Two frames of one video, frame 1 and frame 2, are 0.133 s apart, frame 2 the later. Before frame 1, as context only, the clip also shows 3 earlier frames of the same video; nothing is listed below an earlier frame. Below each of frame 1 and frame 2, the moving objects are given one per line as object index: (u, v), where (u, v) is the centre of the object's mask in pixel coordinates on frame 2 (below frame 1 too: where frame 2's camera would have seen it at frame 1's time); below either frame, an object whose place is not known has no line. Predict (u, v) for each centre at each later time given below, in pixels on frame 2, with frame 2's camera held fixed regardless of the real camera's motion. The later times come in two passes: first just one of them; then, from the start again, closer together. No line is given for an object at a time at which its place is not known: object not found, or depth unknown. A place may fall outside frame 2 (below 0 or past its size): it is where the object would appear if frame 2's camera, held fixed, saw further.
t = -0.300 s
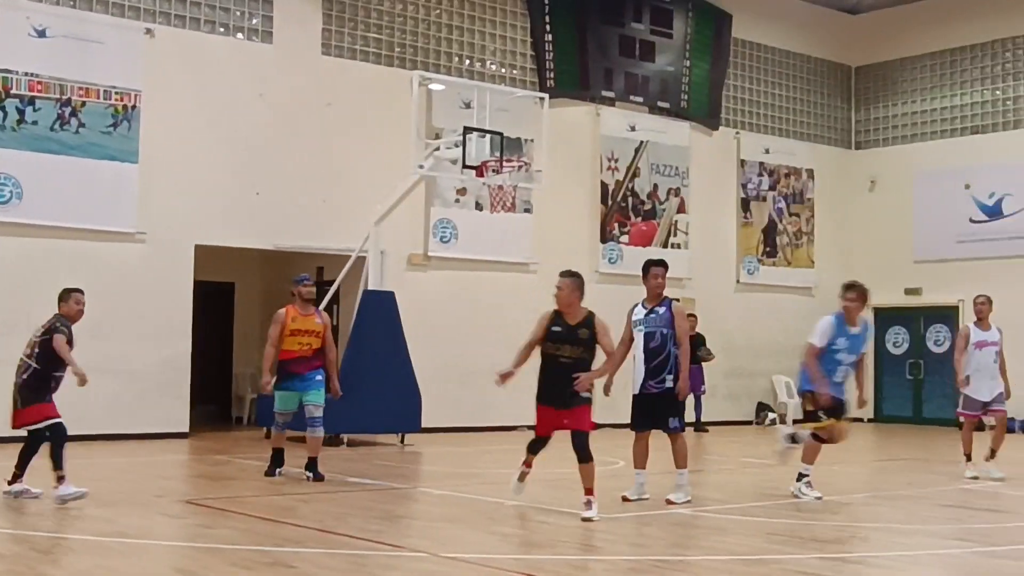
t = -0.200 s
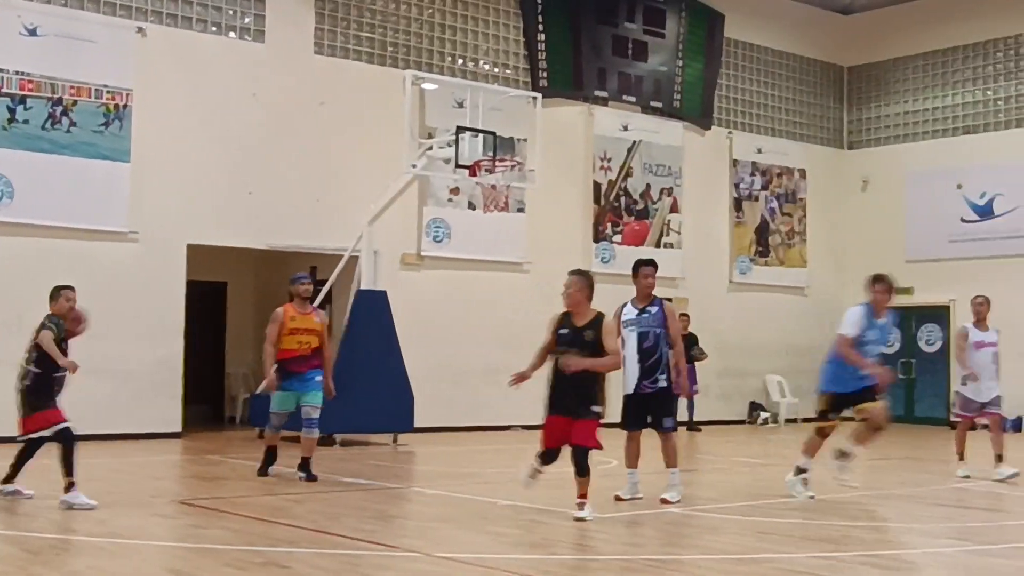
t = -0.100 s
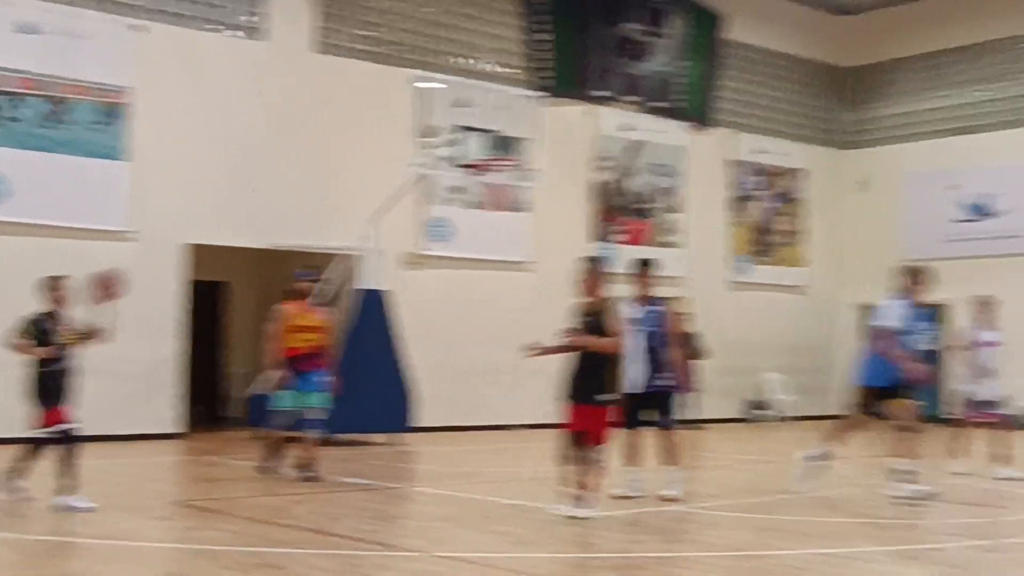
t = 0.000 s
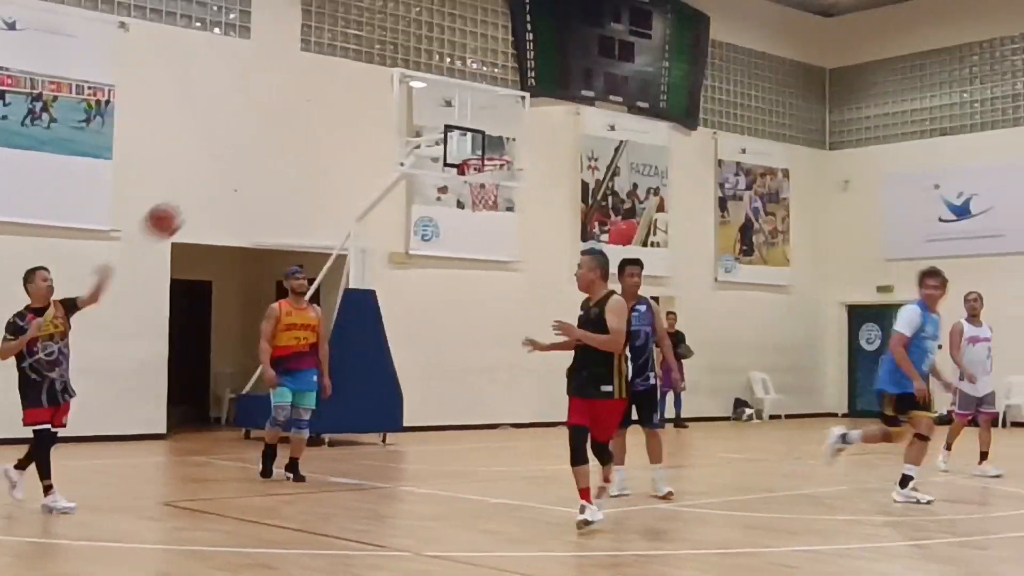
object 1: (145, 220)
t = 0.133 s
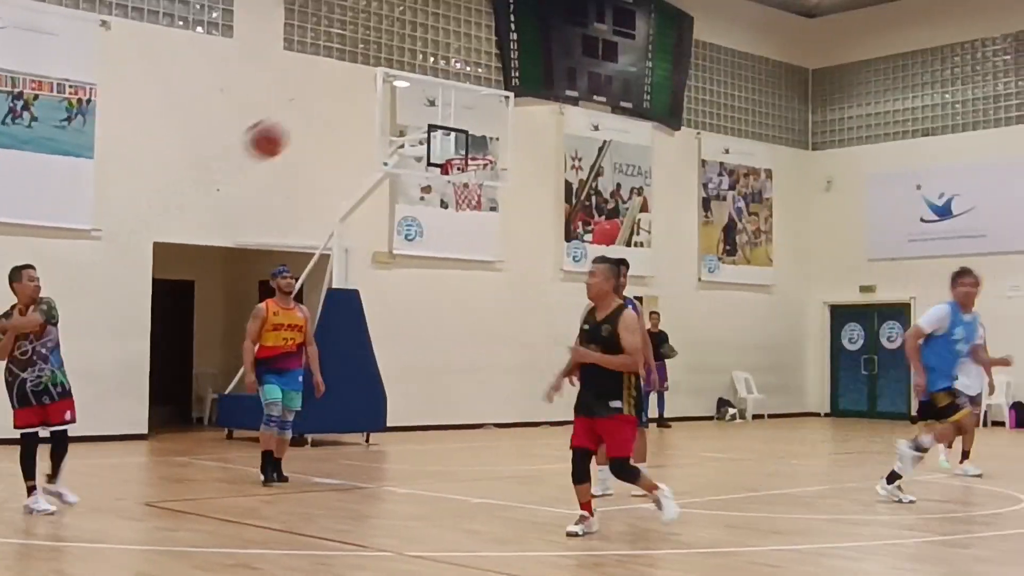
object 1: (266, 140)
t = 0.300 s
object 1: (443, 58)
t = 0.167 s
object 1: (299, 123)
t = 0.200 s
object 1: (332, 105)
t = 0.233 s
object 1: (369, 89)
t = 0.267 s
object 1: (405, 74)
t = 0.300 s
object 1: (443, 58)
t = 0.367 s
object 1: (533, 33)
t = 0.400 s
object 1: (580, 26)
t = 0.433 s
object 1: (632, 23)
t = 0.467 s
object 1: (686, 20)
